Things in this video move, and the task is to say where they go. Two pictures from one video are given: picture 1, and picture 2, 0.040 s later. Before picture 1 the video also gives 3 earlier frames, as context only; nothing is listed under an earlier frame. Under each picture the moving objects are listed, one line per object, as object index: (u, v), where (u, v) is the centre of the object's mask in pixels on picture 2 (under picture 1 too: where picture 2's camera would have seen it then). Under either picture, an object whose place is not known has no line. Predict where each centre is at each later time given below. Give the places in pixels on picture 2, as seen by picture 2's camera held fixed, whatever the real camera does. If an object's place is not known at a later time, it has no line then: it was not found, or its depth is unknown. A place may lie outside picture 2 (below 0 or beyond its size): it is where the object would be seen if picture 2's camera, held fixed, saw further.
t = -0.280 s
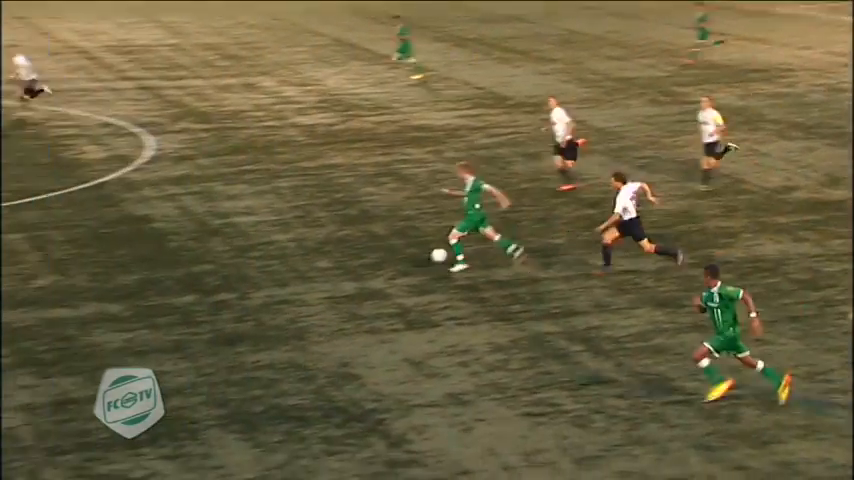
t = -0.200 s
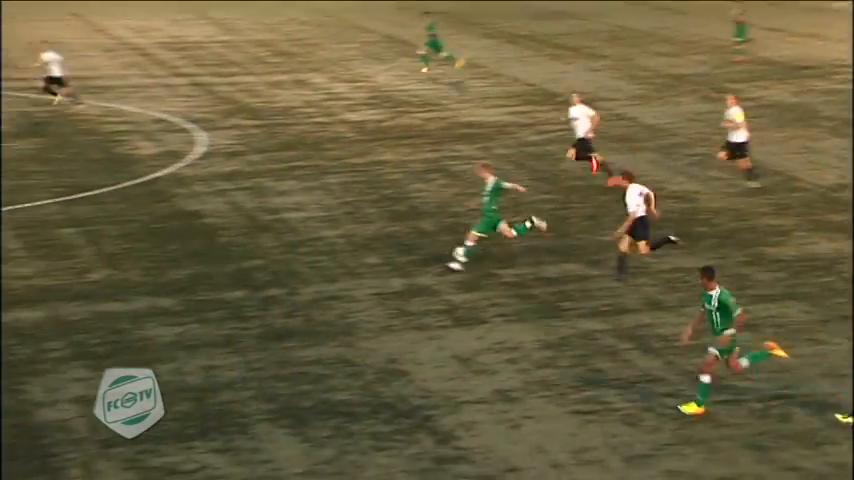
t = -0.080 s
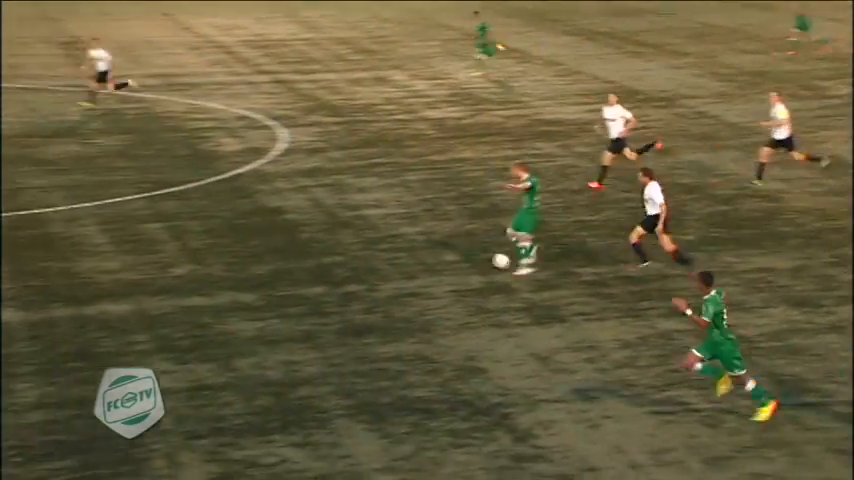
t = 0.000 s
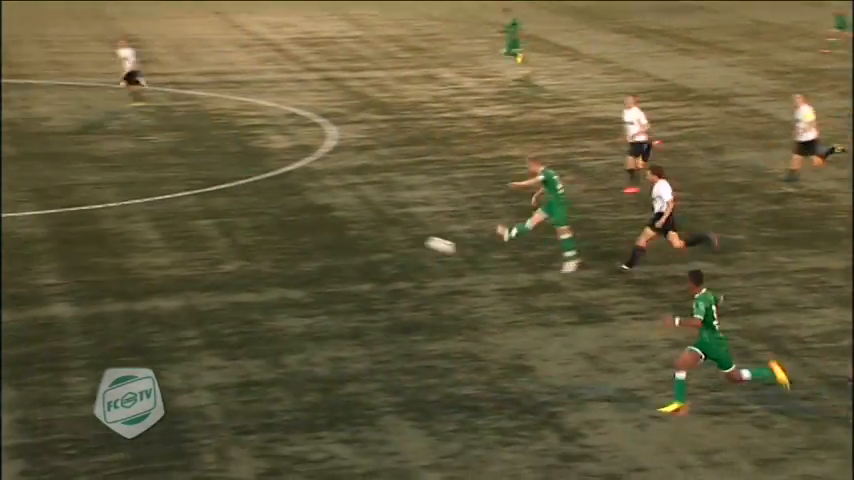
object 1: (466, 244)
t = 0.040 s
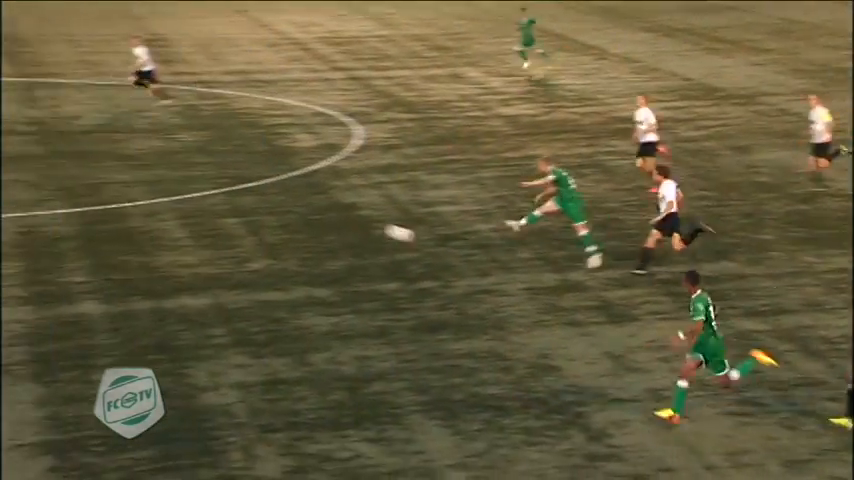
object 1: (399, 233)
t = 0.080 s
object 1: (334, 223)
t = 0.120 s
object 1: (270, 214)
